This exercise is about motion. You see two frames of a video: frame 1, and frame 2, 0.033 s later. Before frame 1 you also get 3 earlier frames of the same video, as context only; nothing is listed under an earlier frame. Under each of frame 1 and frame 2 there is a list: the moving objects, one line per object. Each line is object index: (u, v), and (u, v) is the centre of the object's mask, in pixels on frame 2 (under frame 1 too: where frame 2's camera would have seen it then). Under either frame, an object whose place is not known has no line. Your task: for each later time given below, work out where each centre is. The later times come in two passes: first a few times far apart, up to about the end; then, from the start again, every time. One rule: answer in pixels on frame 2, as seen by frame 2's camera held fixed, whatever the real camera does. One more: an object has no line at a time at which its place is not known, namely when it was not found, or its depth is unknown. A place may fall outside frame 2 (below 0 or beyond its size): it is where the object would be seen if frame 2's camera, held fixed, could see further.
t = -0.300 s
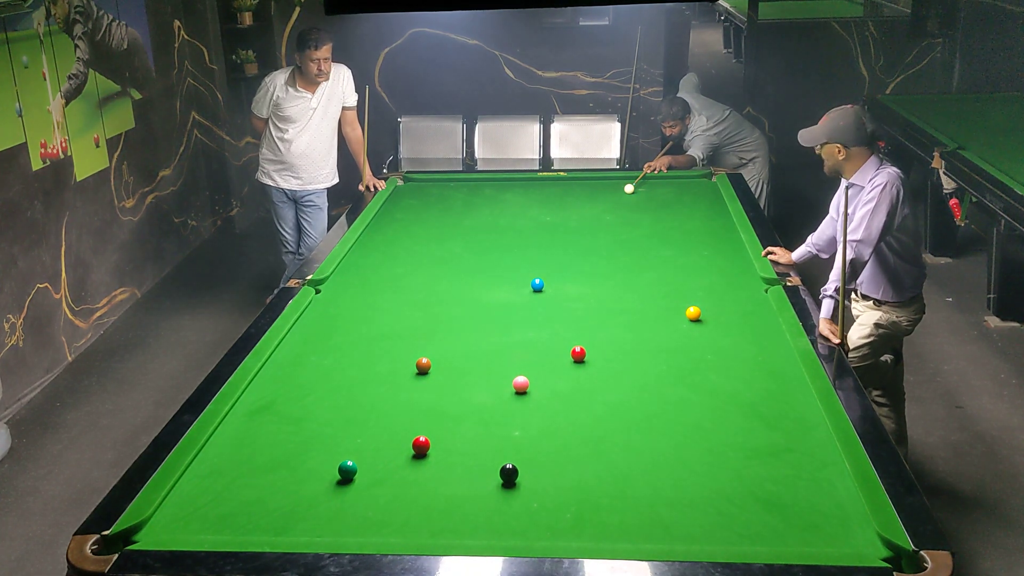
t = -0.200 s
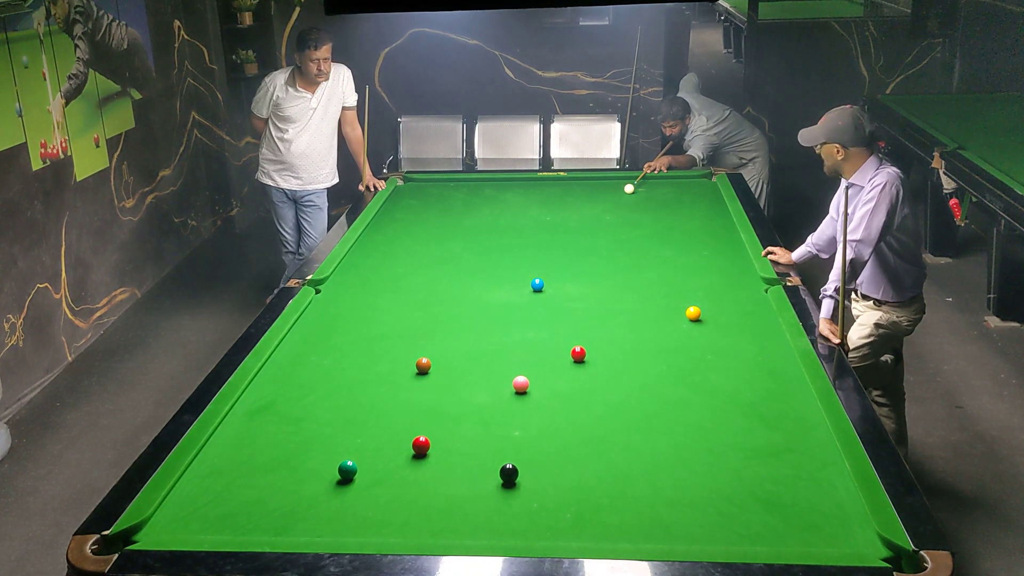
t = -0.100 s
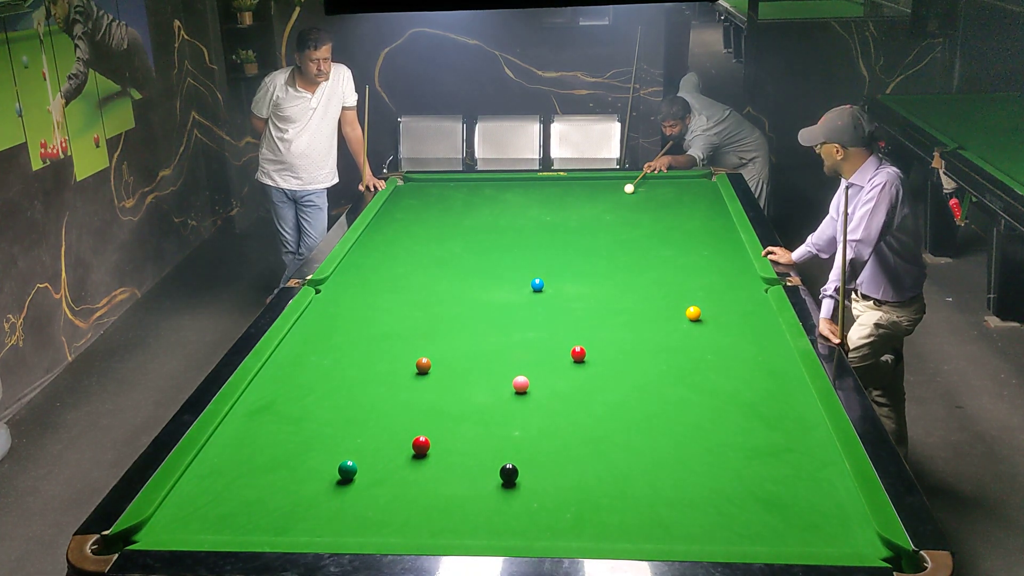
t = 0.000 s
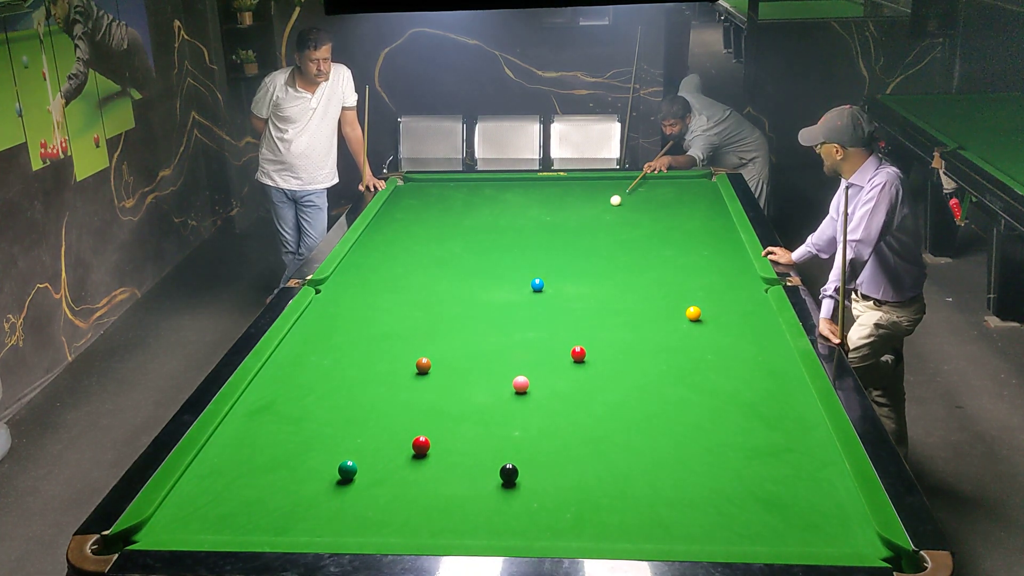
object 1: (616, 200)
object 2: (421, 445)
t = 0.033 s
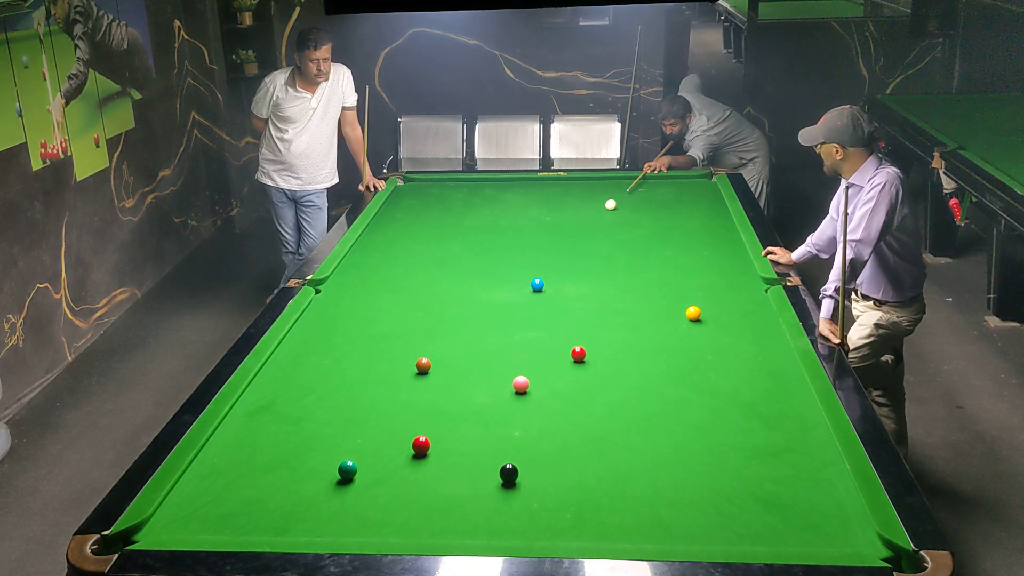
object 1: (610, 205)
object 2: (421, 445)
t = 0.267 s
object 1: (575, 235)
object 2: (421, 445)
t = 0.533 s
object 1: (534, 271)
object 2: (421, 445)
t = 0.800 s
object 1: (483, 315)
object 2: (421, 445)
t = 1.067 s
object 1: (435, 361)
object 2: (421, 445)
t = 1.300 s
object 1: (434, 376)
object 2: (421, 445)
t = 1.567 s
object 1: (429, 396)
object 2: (421, 445)
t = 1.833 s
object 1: (425, 416)
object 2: (421, 445)
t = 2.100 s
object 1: (419, 433)
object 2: (421, 445)
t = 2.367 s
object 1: (413, 441)
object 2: (423, 459)
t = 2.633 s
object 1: (409, 445)
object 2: (424, 472)
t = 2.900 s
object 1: (405, 449)
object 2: (425, 484)
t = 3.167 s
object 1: (403, 451)
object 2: (425, 495)
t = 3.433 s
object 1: (402, 453)
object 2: (426, 505)
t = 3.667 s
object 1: (402, 453)
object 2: (426, 513)
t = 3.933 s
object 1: (402, 453)
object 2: (426, 521)
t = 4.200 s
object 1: (402, 453)
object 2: (426, 527)
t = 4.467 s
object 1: (402, 453)
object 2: (426, 531)
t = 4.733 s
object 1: (402, 453)
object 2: (427, 533)
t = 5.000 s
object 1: (402, 453)
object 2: (428, 533)
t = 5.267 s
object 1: (402, 453)
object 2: (428, 533)
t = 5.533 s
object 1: (402, 453)
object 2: (428, 534)
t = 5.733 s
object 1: (402, 453)
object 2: (428, 534)
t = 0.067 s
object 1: (605, 209)
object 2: (421, 445)
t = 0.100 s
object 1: (600, 214)
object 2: (421, 445)
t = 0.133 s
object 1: (595, 218)
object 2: (421, 445)
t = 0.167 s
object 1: (590, 223)
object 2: (421, 445)
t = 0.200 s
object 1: (585, 227)
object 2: (421, 445)
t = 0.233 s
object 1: (580, 231)
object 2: (421, 445)
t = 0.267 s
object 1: (575, 235)
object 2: (421, 445)
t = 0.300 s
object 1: (571, 239)
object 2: (421, 445)
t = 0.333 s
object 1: (566, 244)
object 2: (421, 445)
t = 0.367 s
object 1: (561, 248)
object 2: (421, 445)
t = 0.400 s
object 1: (556, 252)
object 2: (421, 445)
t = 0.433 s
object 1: (550, 257)
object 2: (421, 445)
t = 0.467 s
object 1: (545, 261)
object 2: (421, 445)
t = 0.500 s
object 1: (540, 266)
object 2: (421, 445)
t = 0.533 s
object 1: (534, 271)
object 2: (421, 445)
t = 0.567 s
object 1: (528, 276)
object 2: (421, 445)
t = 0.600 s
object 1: (522, 281)
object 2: (421, 445)
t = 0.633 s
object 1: (516, 287)
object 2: (421, 445)
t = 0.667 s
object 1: (510, 292)
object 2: (421, 445)
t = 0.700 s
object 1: (503, 298)
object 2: (421, 445)
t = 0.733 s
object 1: (497, 303)
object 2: (421, 445)
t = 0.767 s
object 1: (490, 309)
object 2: (421, 445)
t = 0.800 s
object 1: (483, 315)
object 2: (421, 445)
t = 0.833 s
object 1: (476, 322)
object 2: (421, 445)
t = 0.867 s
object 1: (469, 328)
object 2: (421, 445)
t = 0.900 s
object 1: (461, 334)
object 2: (421, 445)
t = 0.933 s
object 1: (453, 341)
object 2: (421, 445)
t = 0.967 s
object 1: (446, 348)
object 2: (421, 445)
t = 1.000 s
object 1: (437, 355)
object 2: (421, 445)
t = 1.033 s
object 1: (433, 360)
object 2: (421, 445)
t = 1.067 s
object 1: (435, 361)
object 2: (421, 445)
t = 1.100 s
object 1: (436, 363)
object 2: (421, 445)
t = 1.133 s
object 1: (436, 365)
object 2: (421, 445)
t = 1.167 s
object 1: (436, 366)
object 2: (421, 445)
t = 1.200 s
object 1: (436, 369)
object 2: (421, 445)
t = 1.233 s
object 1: (435, 371)
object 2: (421, 445)
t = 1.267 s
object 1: (435, 374)
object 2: (421, 445)
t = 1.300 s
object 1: (434, 376)
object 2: (421, 445)
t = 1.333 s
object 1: (434, 379)
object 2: (421, 445)
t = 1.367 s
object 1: (433, 381)
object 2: (421, 445)
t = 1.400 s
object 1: (432, 384)
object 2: (421, 445)
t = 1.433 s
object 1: (432, 386)
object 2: (421, 445)
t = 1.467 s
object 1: (431, 389)
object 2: (421, 445)
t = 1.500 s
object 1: (431, 391)
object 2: (421, 445)
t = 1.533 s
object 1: (430, 394)
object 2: (421, 445)
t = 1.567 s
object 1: (429, 396)
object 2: (421, 445)
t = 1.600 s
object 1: (429, 399)
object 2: (421, 445)
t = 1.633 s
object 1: (428, 401)
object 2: (421, 445)
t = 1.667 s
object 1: (428, 404)
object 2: (421, 445)
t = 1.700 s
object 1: (427, 406)
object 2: (421, 445)
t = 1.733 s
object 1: (426, 409)
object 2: (421, 445)
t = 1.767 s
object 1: (426, 411)
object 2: (421, 445)
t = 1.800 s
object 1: (425, 414)
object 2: (421, 445)
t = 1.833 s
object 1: (425, 416)
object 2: (421, 445)
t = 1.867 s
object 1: (424, 419)
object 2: (421, 445)
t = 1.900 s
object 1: (423, 422)
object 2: (421, 445)
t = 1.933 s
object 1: (423, 424)
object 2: (421, 445)
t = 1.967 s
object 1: (422, 426)
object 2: (421, 445)
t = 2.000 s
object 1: (421, 428)
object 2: (421, 445)
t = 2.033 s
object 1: (421, 430)
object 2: (421, 445)
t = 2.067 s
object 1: (420, 431)
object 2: (421, 445)
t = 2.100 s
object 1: (419, 433)
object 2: (421, 445)
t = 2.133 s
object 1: (418, 435)
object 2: (421, 448)
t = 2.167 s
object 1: (417, 435)
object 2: (421, 449)
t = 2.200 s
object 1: (416, 437)
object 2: (422, 451)
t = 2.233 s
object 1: (416, 438)
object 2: (422, 452)
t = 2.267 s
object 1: (415, 439)
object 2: (422, 454)
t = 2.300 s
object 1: (414, 440)
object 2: (422, 456)
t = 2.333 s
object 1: (414, 440)
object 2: (423, 457)
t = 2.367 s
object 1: (413, 441)
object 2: (423, 459)
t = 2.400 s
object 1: (412, 442)
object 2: (423, 461)
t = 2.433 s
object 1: (412, 442)
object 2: (423, 462)
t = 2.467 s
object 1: (411, 443)
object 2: (423, 464)
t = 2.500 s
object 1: (411, 443)
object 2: (424, 465)
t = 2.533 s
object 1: (410, 444)
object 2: (424, 467)
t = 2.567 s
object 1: (410, 444)
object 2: (424, 469)
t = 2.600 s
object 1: (409, 445)
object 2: (424, 470)
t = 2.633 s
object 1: (409, 445)
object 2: (424, 472)
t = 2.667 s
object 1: (408, 446)
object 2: (424, 473)
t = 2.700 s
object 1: (408, 446)
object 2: (424, 475)
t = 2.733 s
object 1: (407, 447)
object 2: (424, 476)
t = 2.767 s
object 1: (407, 447)
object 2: (425, 478)
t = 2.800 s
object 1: (406, 448)
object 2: (425, 479)
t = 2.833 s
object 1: (406, 448)
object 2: (425, 481)
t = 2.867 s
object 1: (406, 449)
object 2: (425, 482)
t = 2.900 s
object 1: (405, 449)
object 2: (425, 484)
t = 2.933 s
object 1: (405, 449)
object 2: (425, 485)
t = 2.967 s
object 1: (405, 449)
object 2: (425, 487)
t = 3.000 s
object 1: (404, 450)
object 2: (425, 488)
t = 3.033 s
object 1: (404, 450)
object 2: (425, 490)
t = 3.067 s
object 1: (404, 450)
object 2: (425, 491)
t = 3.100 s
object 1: (404, 451)
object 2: (425, 492)
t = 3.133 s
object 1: (403, 451)
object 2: (425, 493)
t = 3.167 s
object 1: (403, 451)
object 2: (425, 495)
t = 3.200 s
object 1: (403, 451)
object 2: (425, 496)
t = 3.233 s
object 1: (403, 452)
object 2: (425, 497)
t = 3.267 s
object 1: (402, 452)
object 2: (425, 499)
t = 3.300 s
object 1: (402, 452)
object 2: (426, 500)
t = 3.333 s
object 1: (402, 453)
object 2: (426, 501)
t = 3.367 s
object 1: (402, 453)
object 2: (426, 502)
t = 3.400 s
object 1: (402, 453)
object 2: (426, 504)
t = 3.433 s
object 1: (402, 453)
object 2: (426, 505)
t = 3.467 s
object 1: (402, 453)
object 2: (426, 506)
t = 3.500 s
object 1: (402, 453)
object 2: (426, 507)
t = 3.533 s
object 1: (402, 453)
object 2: (426, 508)
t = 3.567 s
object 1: (402, 453)
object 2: (426, 509)
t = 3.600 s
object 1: (402, 453)
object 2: (426, 510)
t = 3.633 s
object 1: (402, 453)
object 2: (426, 512)
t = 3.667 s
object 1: (402, 453)
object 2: (426, 513)
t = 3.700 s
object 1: (402, 453)
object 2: (426, 514)
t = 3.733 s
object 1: (402, 453)
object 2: (426, 515)
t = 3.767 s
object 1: (402, 453)
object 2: (426, 516)
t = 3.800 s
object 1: (402, 453)
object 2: (426, 517)
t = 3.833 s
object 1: (402, 453)
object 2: (426, 518)
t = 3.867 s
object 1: (402, 453)
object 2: (426, 519)
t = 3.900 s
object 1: (402, 453)
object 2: (426, 520)
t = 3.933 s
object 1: (402, 453)
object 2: (426, 521)
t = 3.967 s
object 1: (402, 453)
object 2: (426, 521)
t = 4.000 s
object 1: (402, 453)
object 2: (426, 522)
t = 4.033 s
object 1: (402, 453)
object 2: (426, 523)
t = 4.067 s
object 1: (402, 453)
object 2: (426, 524)
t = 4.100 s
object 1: (402, 453)
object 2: (426, 525)
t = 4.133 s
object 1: (402, 453)
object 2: (426, 526)
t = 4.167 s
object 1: (402, 453)
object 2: (426, 526)
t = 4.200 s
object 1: (402, 453)
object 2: (426, 527)
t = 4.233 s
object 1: (402, 453)
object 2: (426, 528)
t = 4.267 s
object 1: (402, 453)
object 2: (426, 528)
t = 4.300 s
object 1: (402, 453)
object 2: (426, 529)
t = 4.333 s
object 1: (402, 453)
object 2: (426, 529)
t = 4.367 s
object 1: (402, 453)
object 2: (426, 530)
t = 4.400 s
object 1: (402, 453)
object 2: (426, 530)
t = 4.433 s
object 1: (402, 453)
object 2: (426, 530)
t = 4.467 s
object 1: (402, 453)
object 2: (426, 531)
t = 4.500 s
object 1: (402, 453)
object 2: (426, 531)
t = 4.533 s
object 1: (402, 453)
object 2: (426, 531)
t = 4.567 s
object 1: (402, 453)
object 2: (426, 532)
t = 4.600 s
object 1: (402, 453)
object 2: (427, 532)
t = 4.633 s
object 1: (402, 453)
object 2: (427, 532)
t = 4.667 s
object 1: (402, 453)
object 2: (427, 532)
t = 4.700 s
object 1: (402, 453)
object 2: (427, 533)
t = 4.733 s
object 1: (402, 453)
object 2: (427, 533)
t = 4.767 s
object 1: (402, 453)
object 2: (427, 533)
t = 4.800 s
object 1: (402, 453)
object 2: (427, 533)
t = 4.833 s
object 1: (402, 453)
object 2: (427, 533)
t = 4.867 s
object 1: (402, 453)
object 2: (427, 534)
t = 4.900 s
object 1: (402, 453)
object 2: (428, 534)
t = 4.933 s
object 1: (402, 453)
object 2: (428, 533)
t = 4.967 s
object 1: (402, 453)
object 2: (428, 533)
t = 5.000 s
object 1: (402, 453)
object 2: (428, 533)
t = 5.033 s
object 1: (402, 453)
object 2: (428, 533)
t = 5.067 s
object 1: (402, 453)
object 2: (428, 533)
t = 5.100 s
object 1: (402, 453)
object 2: (428, 533)
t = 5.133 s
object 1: (402, 453)
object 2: (428, 533)
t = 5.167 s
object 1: (402, 453)
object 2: (428, 533)
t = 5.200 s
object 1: (402, 453)
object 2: (428, 533)
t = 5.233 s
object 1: (402, 453)
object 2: (428, 533)
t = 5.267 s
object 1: (402, 453)
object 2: (428, 533)
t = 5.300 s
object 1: (402, 453)
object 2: (428, 533)
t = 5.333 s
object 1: (402, 453)
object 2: (428, 533)
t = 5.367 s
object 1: (402, 453)
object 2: (428, 534)
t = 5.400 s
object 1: (402, 453)
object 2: (428, 534)
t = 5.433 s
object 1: (402, 453)
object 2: (428, 534)
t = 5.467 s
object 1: (402, 453)
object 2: (428, 534)
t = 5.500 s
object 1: (402, 453)
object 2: (428, 534)
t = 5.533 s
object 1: (402, 453)
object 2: (428, 534)
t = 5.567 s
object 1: (402, 453)
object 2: (428, 534)
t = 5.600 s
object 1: (402, 453)
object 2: (428, 534)
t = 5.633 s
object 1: (402, 453)
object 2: (428, 534)
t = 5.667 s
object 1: (402, 453)
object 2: (428, 534)
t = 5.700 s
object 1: (402, 453)
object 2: (428, 534)
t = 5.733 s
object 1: (402, 453)
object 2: (428, 534)
